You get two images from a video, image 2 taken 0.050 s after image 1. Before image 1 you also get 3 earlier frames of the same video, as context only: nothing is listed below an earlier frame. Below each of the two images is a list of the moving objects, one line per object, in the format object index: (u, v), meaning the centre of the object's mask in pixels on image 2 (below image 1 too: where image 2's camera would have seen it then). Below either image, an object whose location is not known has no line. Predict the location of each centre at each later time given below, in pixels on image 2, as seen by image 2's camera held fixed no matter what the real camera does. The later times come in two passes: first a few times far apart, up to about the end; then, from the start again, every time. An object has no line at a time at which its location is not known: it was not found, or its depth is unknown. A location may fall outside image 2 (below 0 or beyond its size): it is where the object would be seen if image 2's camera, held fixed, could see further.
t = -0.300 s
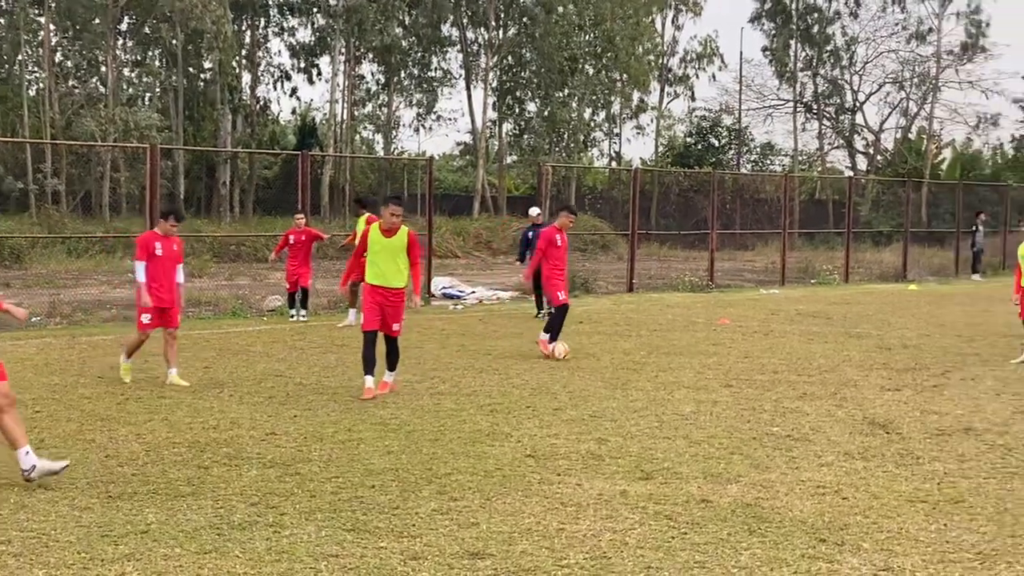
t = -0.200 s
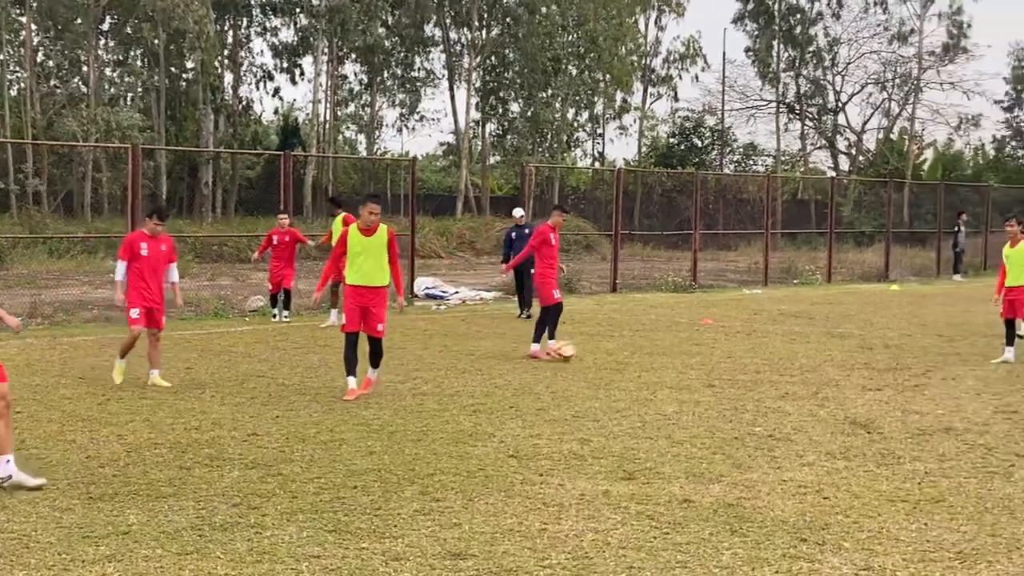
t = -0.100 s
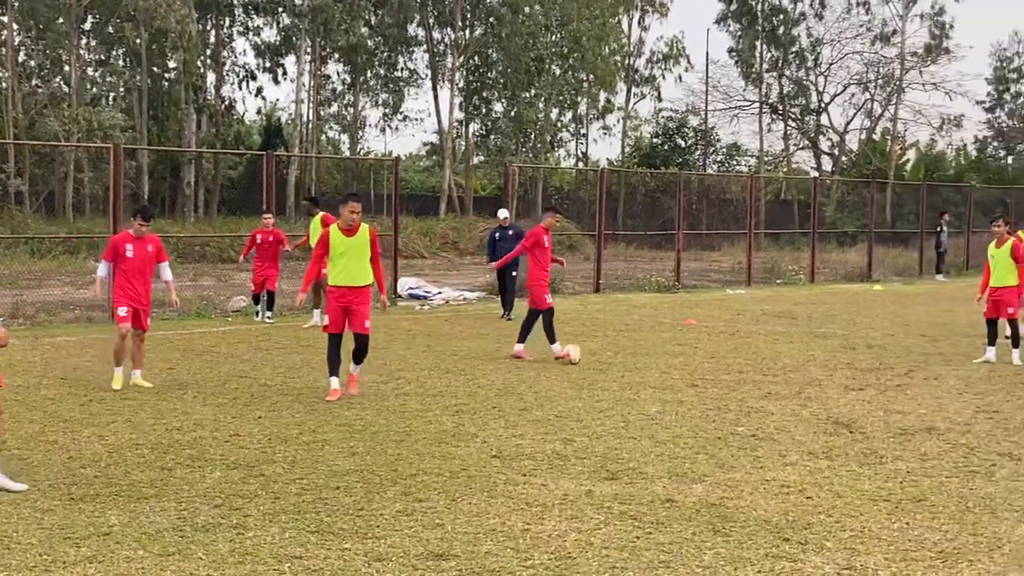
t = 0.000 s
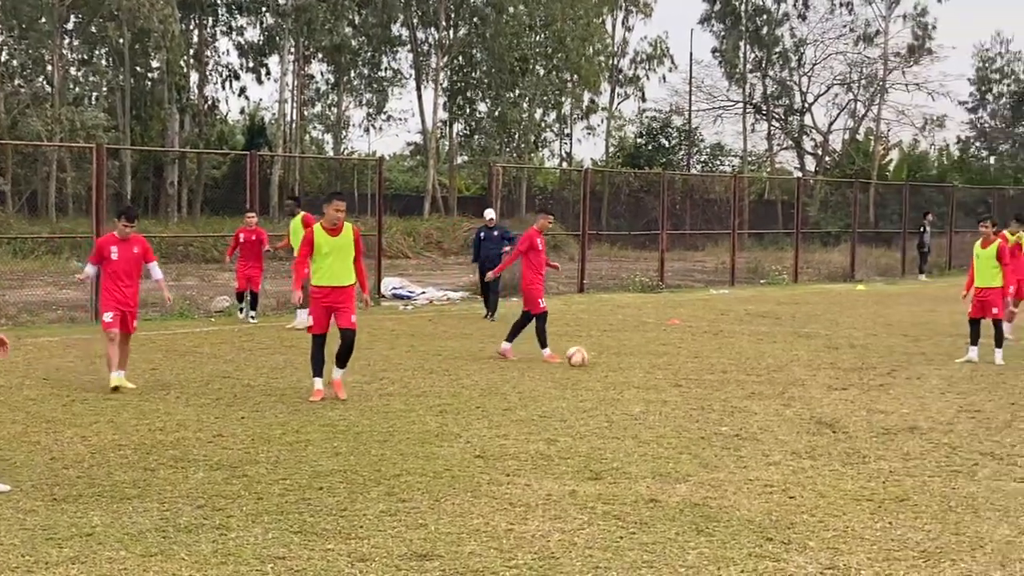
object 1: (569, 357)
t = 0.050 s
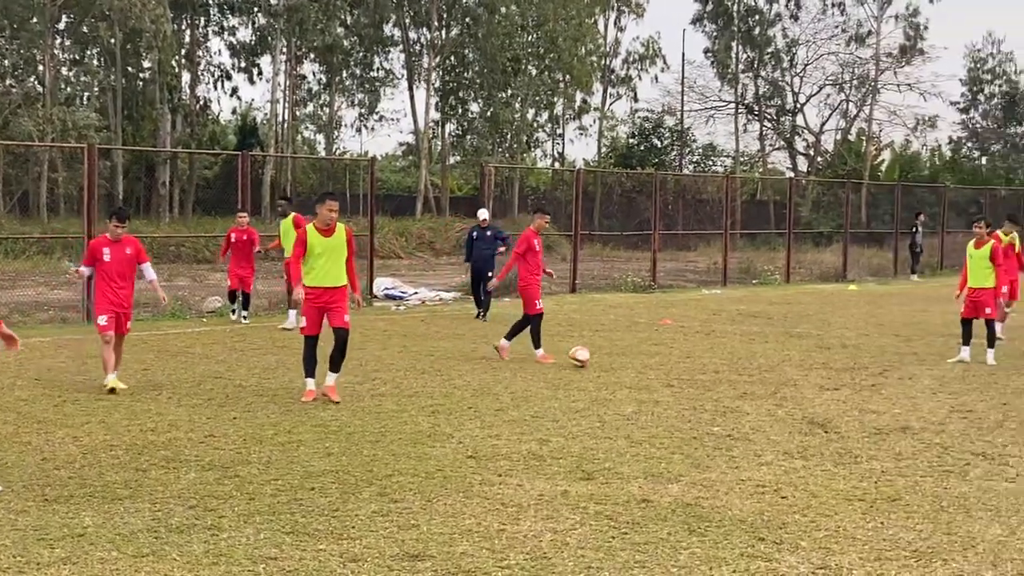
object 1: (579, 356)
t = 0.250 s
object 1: (620, 361)
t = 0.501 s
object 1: (670, 365)
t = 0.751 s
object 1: (720, 369)
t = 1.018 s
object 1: (772, 373)
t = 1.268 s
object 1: (819, 378)
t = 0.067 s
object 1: (583, 356)
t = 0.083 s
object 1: (586, 356)
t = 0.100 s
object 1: (589, 356)
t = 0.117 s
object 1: (593, 356)
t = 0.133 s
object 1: (595, 356)
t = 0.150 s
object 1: (599, 357)
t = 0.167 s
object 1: (603, 358)
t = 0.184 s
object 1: (605, 360)
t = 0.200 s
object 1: (609, 360)
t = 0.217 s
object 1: (611, 360)
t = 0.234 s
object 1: (616, 360)
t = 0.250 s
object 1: (620, 361)
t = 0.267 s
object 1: (623, 361)
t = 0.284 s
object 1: (625, 361)
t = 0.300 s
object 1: (629, 362)
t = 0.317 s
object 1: (634, 363)
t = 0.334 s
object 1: (636, 363)
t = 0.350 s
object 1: (640, 363)
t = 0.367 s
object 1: (643, 364)
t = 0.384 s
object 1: (646, 364)
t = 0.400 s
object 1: (650, 364)
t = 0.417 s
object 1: (654, 364)
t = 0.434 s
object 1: (657, 365)
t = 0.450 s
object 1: (660, 365)
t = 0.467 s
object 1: (663, 364)
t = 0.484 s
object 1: (667, 365)
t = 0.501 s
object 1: (670, 365)
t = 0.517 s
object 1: (675, 365)
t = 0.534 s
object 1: (678, 365)
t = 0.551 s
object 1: (680, 366)
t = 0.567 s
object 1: (686, 366)
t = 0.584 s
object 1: (688, 366)
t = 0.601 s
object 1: (691, 366)
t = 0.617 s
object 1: (694, 367)
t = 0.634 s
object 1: (697, 367)
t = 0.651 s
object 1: (701, 367)
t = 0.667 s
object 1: (704, 367)
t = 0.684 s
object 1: (707, 367)
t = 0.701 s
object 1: (711, 368)
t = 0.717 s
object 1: (713, 368)
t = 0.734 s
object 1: (717, 369)
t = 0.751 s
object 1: (720, 369)
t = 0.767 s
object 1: (724, 369)
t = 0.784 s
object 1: (727, 369)
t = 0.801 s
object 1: (730, 369)
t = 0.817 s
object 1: (733, 369)
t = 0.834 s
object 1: (737, 368)
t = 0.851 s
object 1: (740, 369)
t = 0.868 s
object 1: (744, 370)
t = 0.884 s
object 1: (746, 371)
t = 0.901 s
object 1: (749, 372)
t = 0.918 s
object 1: (752, 372)
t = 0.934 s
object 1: (756, 372)
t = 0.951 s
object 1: (759, 373)
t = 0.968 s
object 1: (763, 373)
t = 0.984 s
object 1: (765, 372)
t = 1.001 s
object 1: (769, 374)
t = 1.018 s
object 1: (772, 373)
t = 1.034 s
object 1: (775, 374)
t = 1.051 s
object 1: (778, 374)
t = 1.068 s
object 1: (782, 374)
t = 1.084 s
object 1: (785, 375)
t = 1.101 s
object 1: (789, 374)
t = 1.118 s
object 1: (791, 375)
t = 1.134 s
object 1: (794, 376)
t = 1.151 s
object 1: (798, 376)
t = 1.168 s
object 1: (802, 376)
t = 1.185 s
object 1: (804, 376)
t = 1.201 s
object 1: (807, 377)
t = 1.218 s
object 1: (810, 377)
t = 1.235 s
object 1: (814, 378)
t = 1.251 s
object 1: (817, 378)
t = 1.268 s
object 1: (819, 378)
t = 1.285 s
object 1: (823, 378)
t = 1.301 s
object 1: (826, 378)
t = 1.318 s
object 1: (829, 377)
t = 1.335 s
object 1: (833, 377)
